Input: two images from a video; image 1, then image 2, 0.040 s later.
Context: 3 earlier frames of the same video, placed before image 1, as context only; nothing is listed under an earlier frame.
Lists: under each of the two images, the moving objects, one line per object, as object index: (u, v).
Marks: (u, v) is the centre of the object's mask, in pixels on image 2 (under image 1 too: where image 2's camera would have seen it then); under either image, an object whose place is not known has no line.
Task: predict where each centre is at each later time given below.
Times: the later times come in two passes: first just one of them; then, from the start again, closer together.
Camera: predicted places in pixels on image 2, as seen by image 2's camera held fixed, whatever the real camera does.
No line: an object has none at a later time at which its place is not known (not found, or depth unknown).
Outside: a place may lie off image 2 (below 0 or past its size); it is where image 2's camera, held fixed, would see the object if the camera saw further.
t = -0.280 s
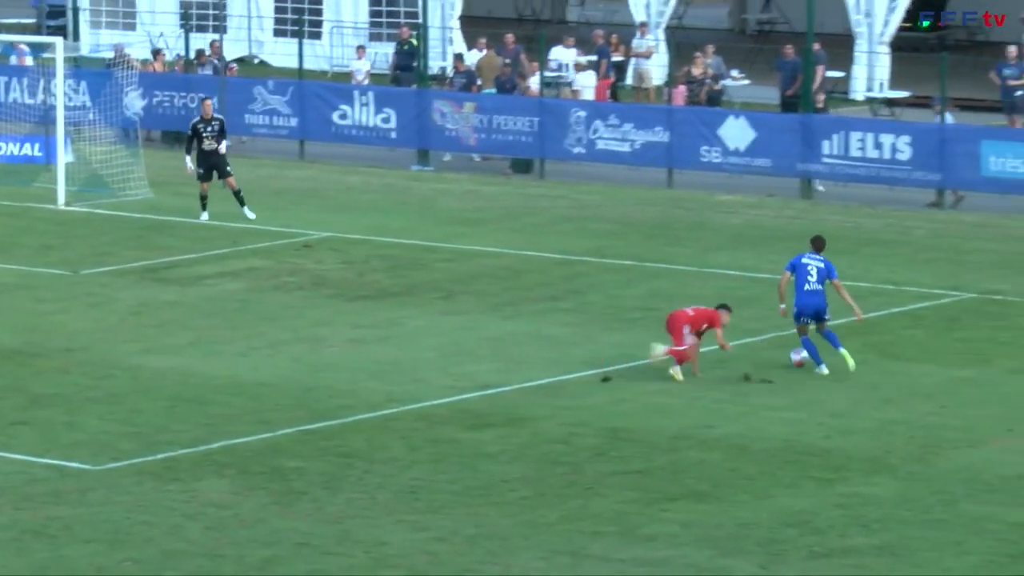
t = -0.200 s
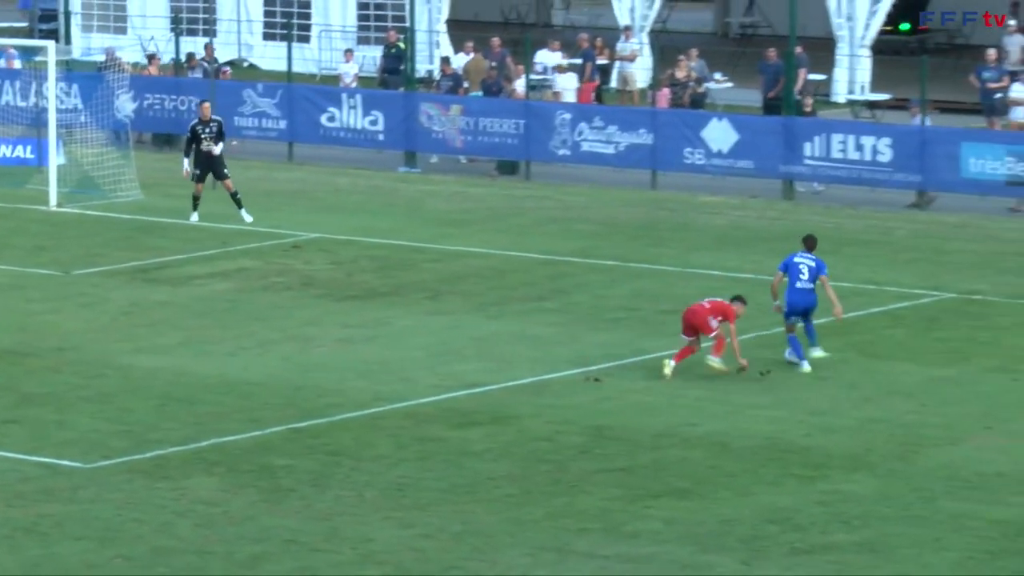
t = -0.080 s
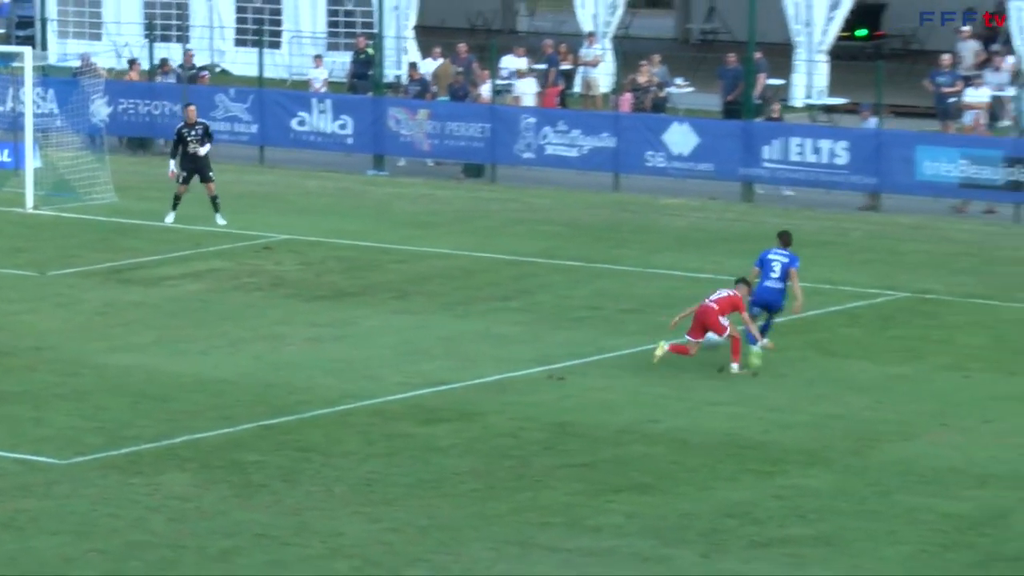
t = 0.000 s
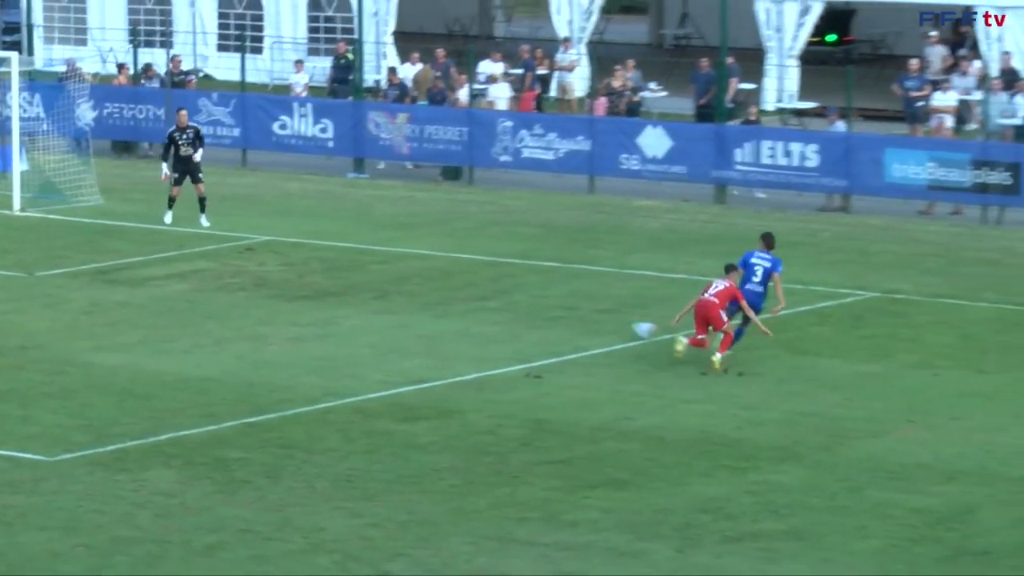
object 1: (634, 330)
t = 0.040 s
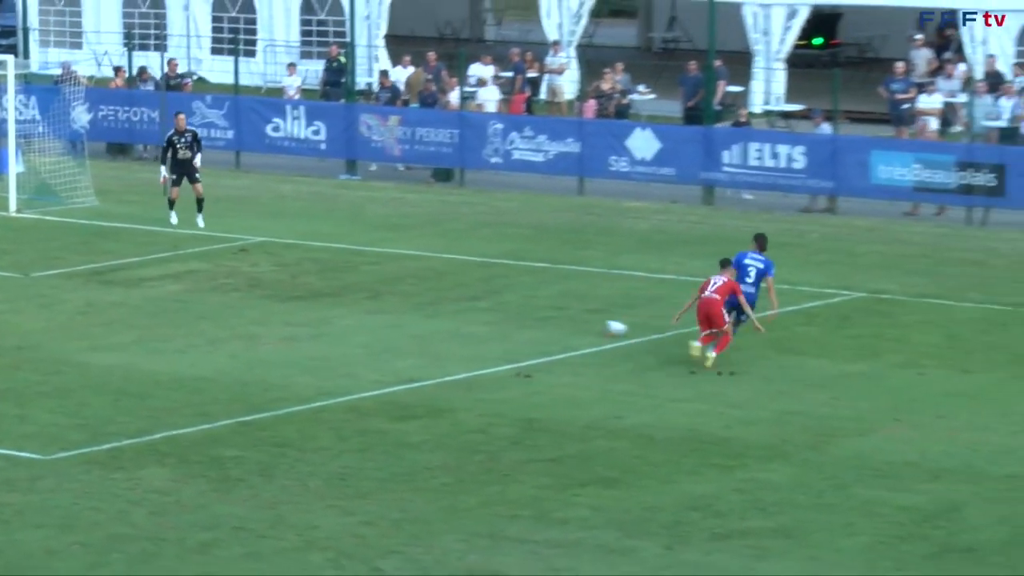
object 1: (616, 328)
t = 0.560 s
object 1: (447, 289)
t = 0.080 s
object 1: (596, 325)
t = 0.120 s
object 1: (579, 319)
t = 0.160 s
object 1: (563, 313)
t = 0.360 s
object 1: (496, 301)
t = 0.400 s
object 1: (484, 300)
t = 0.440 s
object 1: (474, 297)
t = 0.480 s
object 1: (465, 294)
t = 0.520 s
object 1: (455, 291)
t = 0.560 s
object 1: (447, 289)
